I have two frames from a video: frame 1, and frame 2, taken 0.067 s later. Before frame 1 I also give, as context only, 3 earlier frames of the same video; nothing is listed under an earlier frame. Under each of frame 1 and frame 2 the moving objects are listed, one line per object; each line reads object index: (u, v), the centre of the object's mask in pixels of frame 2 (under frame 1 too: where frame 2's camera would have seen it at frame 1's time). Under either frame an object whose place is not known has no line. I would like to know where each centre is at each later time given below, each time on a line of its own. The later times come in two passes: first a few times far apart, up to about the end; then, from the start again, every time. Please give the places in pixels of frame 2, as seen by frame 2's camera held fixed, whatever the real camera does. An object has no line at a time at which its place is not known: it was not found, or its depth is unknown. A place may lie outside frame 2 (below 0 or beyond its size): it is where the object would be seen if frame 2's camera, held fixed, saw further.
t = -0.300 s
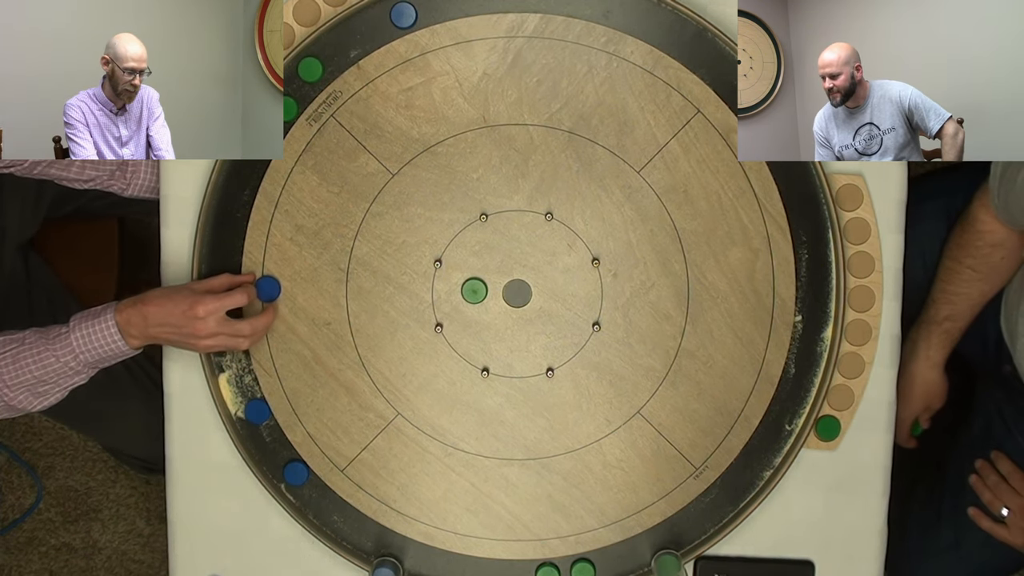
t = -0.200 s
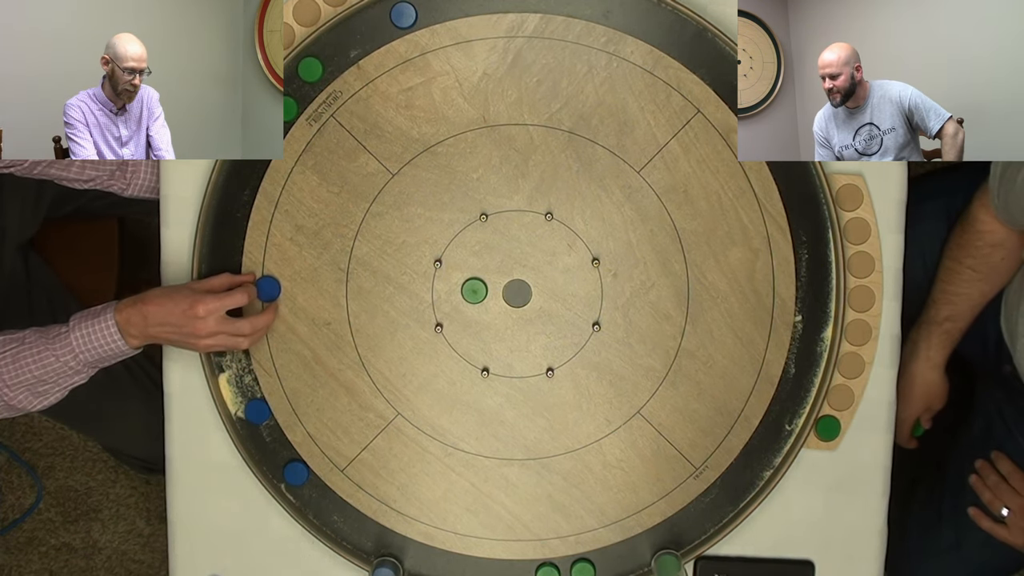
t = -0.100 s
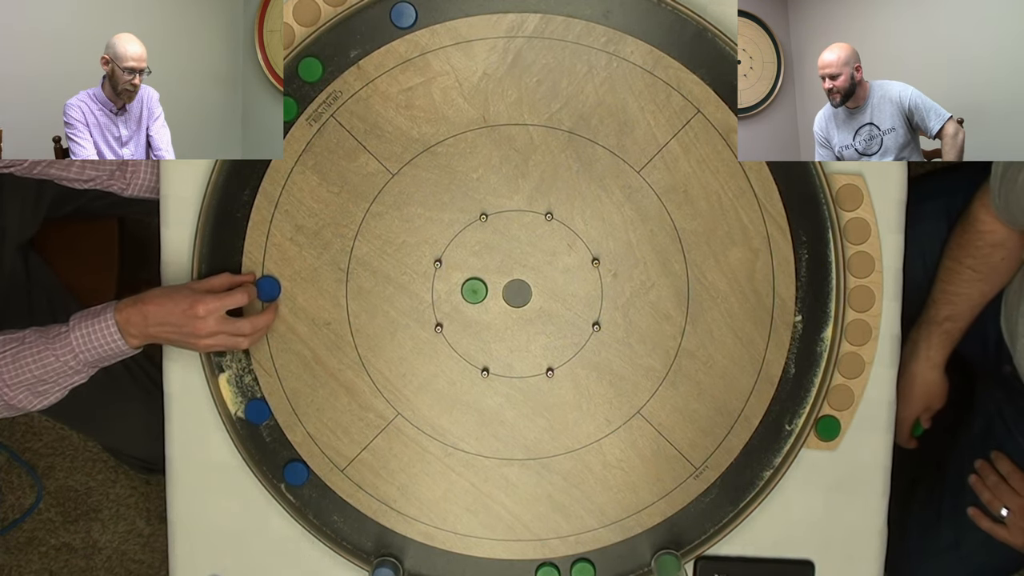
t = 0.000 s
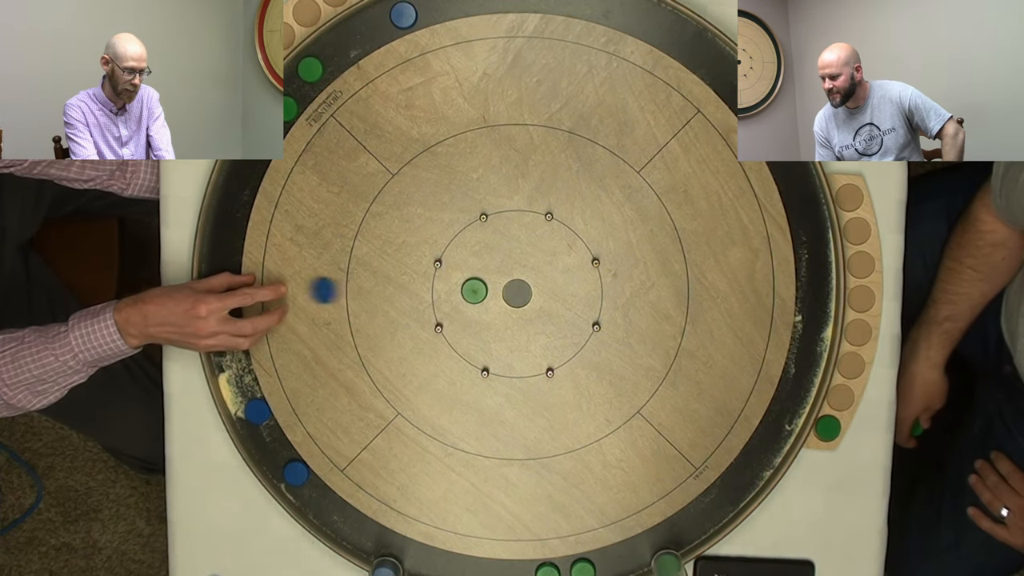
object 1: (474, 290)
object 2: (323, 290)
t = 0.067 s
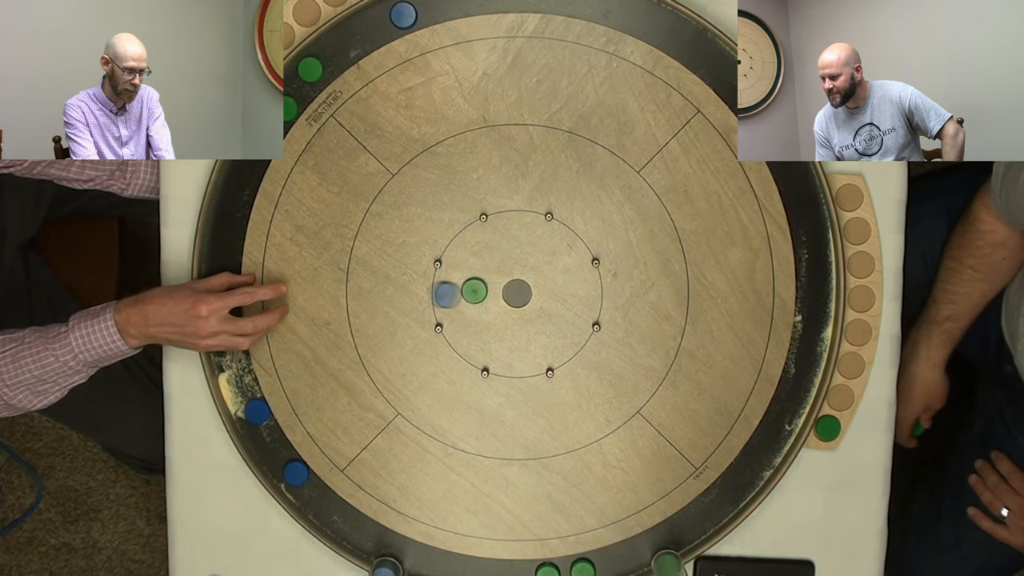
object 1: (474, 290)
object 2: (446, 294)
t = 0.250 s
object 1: (695, 337)
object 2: (488, 322)
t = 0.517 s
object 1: (782, 408)
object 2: (493, 325)
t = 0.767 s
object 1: (788, 411)
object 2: (493, 325)
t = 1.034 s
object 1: (787, 410)
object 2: (493, 325)
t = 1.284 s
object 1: (787, 410)
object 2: (493, 325)
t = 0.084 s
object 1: (498, 287)
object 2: (452, 298)
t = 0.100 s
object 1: (525, 285)
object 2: (457, 301)
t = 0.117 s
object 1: (550, 282)
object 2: (462, 304)
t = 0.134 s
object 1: (575, 279)
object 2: (467, 307)
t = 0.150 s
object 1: (598, 281)
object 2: (471, 310)
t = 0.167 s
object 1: (615, 291)
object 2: (474, 312)
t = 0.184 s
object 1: (631, 300)
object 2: (478, 315)
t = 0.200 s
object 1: (648, 310)
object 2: (481, 317)
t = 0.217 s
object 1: (664, 318)
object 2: (484, 319)
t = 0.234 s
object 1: (679, 327)
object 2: (486, 320)
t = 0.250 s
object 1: (695, 337)
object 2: (488, 322)
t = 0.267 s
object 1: (710, 346)
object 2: (490, 323)
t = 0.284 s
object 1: (726, 355)
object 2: (491, 323)
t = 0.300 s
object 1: (740, 363)
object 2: (492, 324)
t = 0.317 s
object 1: (755, 372)
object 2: (493, 325)
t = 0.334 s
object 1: (769, 381)
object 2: (493, 325)
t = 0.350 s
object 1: (783, 389)
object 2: (493, 325)
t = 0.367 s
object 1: (796, 397)
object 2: (493, 325)
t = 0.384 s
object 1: (794, 400)
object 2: (493, 325)
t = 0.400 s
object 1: (785, 402)
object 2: (493, 325)
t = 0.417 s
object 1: (787, 404)
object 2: (493, 325)
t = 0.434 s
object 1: (792, 407)
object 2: (493, 325)
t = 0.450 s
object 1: (795, 410)
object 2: (493, 325)
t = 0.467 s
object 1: (791, 409)
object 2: (493, 325)
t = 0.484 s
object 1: (786, 408)
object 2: (493, 325)
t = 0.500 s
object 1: (782, 407)
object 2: (493, 325)
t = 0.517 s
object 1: (782, 408)
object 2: (493, 325)
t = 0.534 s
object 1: (785, 409)
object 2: (493, 325)
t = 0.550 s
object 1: (787, 410)
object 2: (493, 325)
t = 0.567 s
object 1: (790, 411)
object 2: (493, 325)
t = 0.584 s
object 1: (792, 412)
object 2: (493, 325)
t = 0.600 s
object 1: (794, 413)
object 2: (493, 325)
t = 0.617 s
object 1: (793, 413)
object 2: (493, 325)
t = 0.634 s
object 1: (792, 412)
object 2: (493, 325)
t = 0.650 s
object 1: (792, 412)
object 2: (493, 325)
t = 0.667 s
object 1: (791, 412)
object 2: (493, 325)
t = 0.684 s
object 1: (790, 411)
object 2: (493, 325)
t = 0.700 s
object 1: (789, 411)
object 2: (493, 325)
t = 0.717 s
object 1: (788, 411)
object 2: (493, 325)
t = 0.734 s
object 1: (788, 411)
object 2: (493, 325)
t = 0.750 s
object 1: (788, 411)
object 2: (493, 325)
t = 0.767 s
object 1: (788, 411)
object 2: (493, 325)
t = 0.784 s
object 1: (787, 411)
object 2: (493, 325)
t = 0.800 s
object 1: (787, 410)
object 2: (493, 325)
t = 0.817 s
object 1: (787, 410)
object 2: (493, 325)
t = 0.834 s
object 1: (787, 410)
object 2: (493, 325)
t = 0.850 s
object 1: (787, 410)
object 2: (493, 325)
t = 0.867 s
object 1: (787, 410)
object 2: (493, 325)
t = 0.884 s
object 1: (787, 410)
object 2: (493, 325)
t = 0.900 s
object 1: (787, 410)
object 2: (493, 325)
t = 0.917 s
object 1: (787, 410)
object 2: (493, 325)
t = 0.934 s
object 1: (787, 410)
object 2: (493, 325)
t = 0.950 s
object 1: (787, 410)
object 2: (493, 325)
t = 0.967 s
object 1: (787, 410)
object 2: (493, 325)
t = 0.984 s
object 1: (787, 410)
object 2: (493, 325)
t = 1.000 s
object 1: (787, 410)
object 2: (493, 325)
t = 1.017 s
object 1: (787, 410)
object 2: (493, 325)
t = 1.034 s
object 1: (787, 410)
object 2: (493, 325)
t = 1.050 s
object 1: (787, 410)
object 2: (493, 325)
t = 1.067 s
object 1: (787, 410)
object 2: (493, 325)
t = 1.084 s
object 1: (787, 410)
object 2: (493, 325)
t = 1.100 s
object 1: (787, 410)
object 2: (493, 325)
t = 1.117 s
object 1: (787, 410)
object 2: (493, 325)
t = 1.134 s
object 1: (787, 410)
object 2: (493, 325)
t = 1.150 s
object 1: (787, 410)
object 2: (493, 325)
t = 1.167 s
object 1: (787, 410)
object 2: (493, 325)
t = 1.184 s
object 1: (787, 410)
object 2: (493, 325)
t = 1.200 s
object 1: (787, 410)
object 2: (493, 325)
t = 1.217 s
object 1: (787, 410)
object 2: (493, 325)
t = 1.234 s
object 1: (787, 410)
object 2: (493, 325)
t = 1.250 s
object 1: (787, 410)
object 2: (493, 325)
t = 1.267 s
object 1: (787, 410)
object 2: (493, 325)
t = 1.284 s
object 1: (787, 410)
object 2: (493, 325)
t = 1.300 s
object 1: (787, 410)
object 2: (493, 325)
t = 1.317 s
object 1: (787, 410)
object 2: (493, 325)
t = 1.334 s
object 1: (787, 410)
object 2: (493, 325)
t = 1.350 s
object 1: (787, 410)
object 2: (493, 325)
